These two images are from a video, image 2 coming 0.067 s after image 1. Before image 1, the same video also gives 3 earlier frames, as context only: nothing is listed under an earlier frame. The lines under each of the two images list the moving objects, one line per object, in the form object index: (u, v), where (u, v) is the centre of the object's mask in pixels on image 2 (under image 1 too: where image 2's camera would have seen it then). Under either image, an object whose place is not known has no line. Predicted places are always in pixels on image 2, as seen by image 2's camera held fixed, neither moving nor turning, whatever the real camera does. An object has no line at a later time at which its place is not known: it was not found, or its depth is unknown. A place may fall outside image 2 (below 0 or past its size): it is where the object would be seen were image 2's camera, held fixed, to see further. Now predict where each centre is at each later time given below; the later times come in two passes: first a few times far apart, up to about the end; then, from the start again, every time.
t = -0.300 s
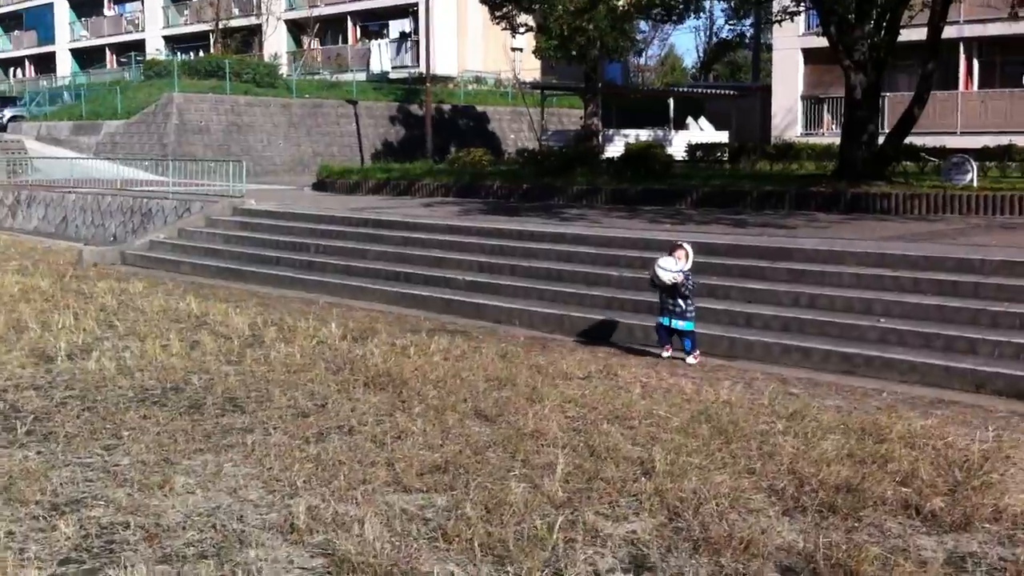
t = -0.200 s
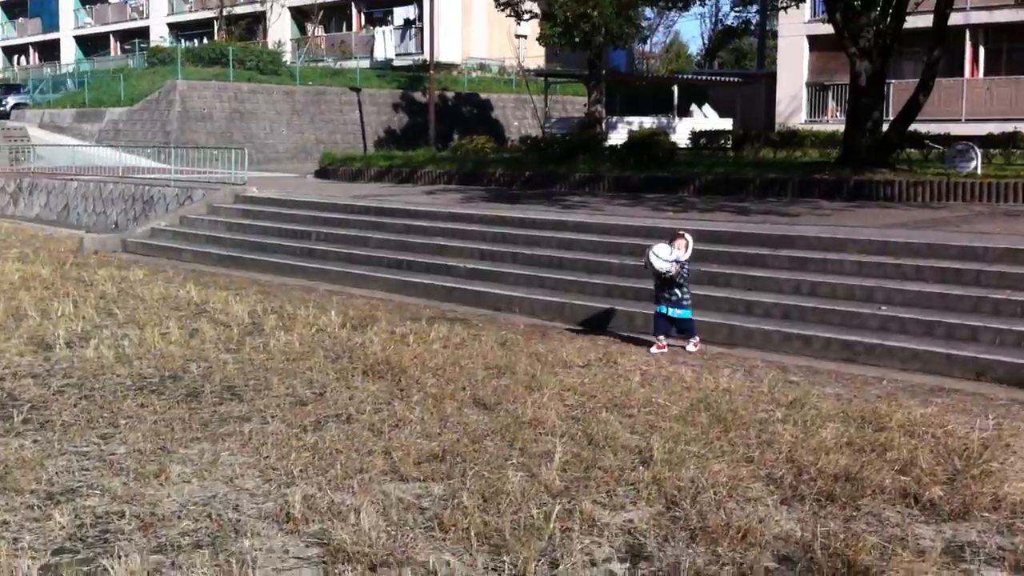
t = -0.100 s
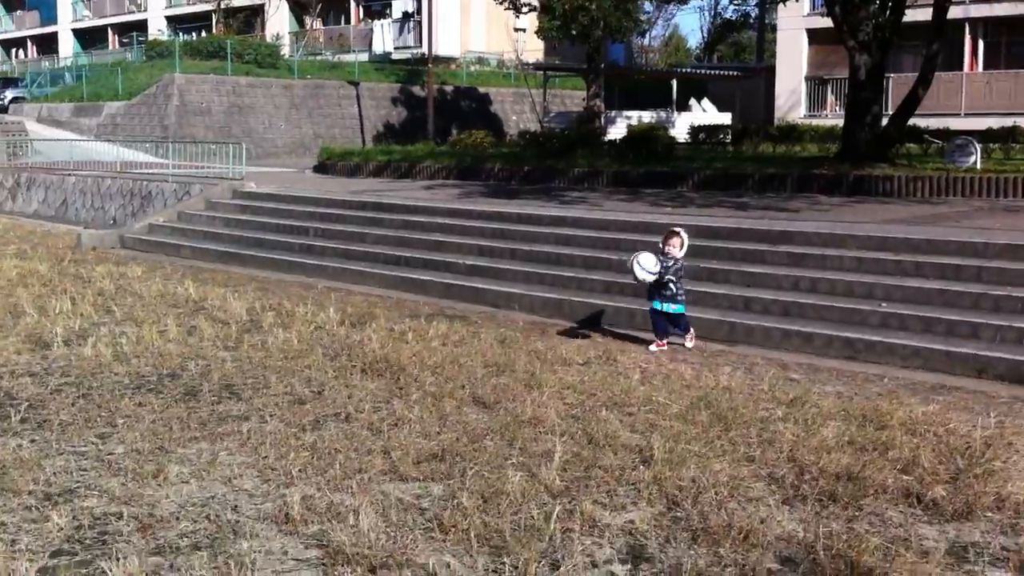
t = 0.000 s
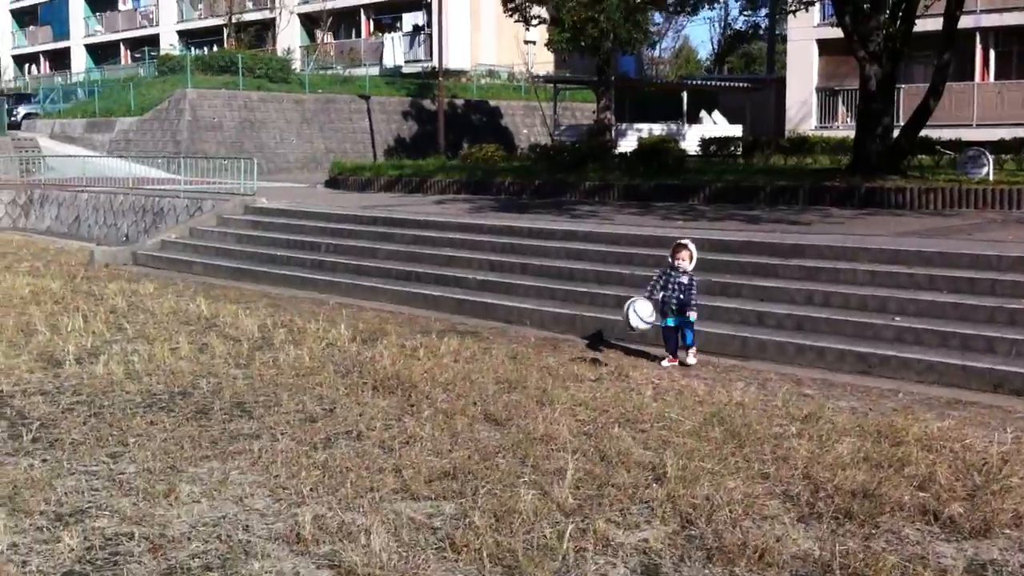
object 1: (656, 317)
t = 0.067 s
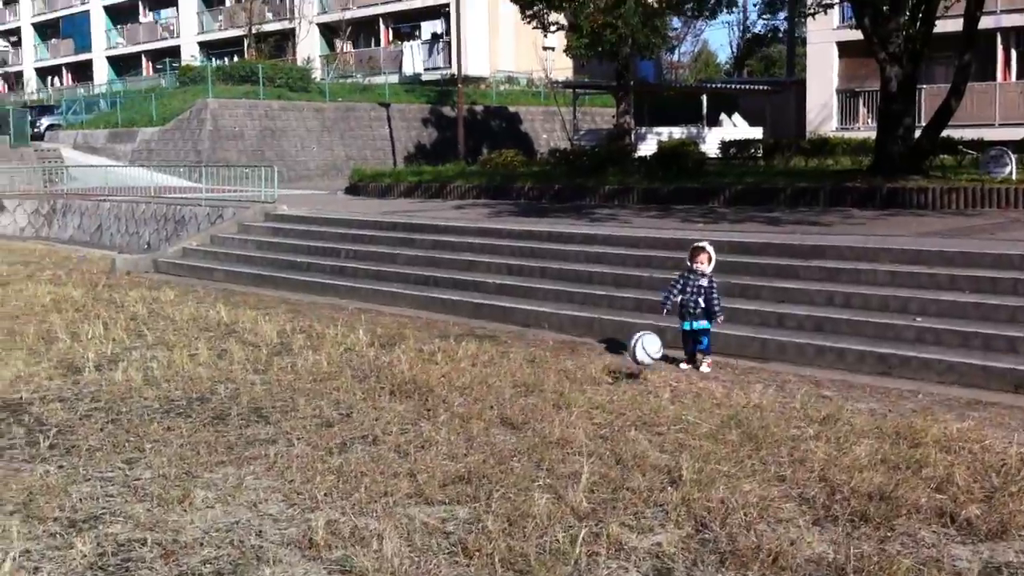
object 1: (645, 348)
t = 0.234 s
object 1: (627, 343)
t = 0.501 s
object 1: (606, 343)
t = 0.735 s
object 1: (591, 378)
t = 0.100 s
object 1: (639, 368)
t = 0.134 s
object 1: (635, 371)
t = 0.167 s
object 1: (633, 359)
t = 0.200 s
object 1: (630, 350)
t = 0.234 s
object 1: (627, 343)
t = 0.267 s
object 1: (624, 337)
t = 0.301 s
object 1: (622, 333)
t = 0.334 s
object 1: (620, 330)
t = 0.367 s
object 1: (617, 329)
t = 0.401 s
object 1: (614, 330)
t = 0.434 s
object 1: (611, 332)
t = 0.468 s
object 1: (608, 336)
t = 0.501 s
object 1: (606, 343)
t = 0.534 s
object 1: (602, 352)
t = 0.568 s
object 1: (600, 362)
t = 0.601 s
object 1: (598, 374)
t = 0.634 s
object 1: (596, 387)
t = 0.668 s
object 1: (593, 386)
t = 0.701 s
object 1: (592, 381)
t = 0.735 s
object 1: (591, 378)
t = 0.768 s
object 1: (589, 375)
